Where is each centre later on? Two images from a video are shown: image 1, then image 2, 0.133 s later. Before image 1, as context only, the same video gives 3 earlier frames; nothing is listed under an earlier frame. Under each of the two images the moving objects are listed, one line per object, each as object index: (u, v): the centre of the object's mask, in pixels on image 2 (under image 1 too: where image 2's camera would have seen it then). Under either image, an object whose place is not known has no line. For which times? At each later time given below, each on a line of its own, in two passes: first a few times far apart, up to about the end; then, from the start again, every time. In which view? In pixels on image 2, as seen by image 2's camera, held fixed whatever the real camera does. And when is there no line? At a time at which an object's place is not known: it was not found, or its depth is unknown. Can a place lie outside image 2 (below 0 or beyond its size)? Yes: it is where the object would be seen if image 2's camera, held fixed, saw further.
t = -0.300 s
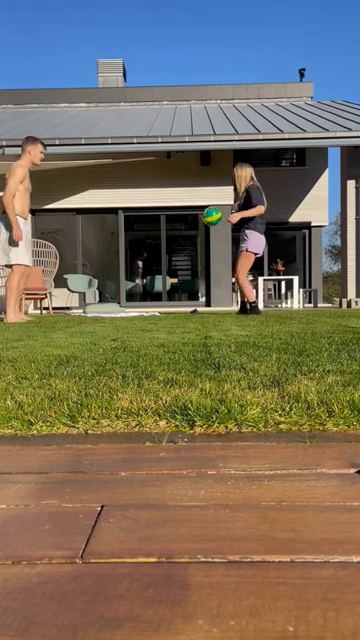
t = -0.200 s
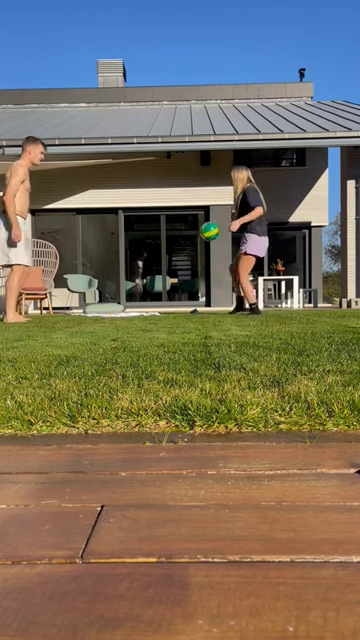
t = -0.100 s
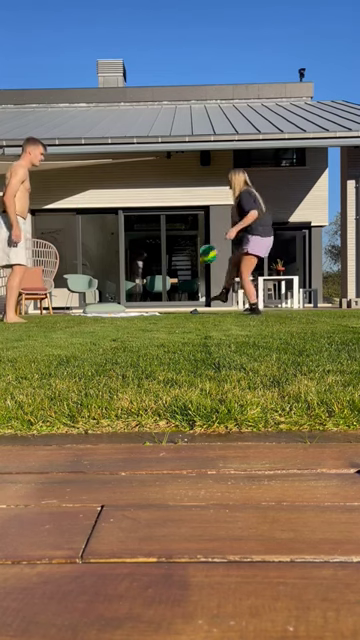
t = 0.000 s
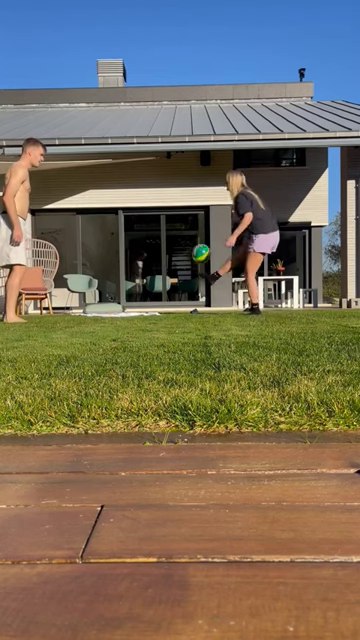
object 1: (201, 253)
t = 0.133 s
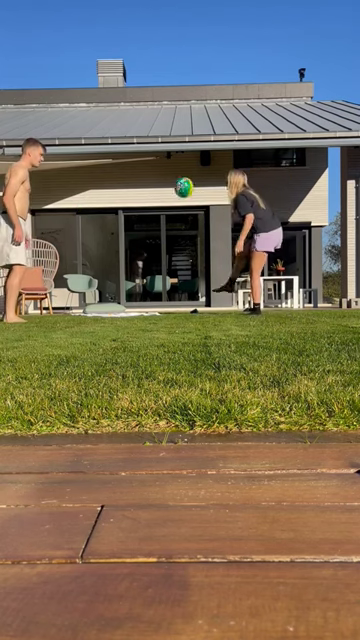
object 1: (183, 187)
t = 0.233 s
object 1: (171, 148)
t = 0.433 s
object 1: (146, 95)
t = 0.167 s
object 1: (179, 173)
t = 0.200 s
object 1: (175, 160)
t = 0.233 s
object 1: (171, 148)
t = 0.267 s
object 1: (167, 137)
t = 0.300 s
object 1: (163, 126)
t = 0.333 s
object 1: (158, 117)
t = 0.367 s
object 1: (154, 108)
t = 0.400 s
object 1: (150, 101)
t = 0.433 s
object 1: (146, 95)
